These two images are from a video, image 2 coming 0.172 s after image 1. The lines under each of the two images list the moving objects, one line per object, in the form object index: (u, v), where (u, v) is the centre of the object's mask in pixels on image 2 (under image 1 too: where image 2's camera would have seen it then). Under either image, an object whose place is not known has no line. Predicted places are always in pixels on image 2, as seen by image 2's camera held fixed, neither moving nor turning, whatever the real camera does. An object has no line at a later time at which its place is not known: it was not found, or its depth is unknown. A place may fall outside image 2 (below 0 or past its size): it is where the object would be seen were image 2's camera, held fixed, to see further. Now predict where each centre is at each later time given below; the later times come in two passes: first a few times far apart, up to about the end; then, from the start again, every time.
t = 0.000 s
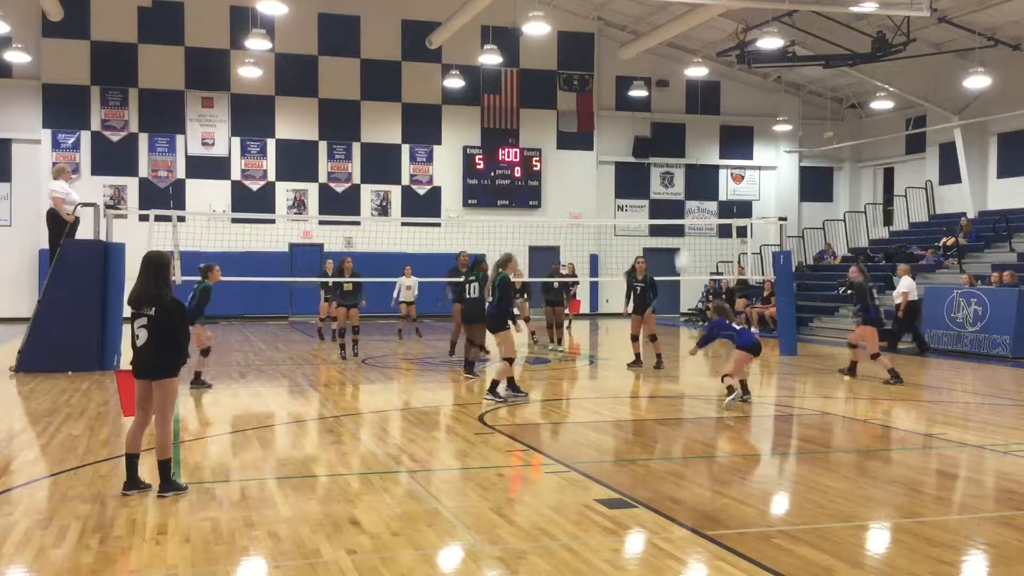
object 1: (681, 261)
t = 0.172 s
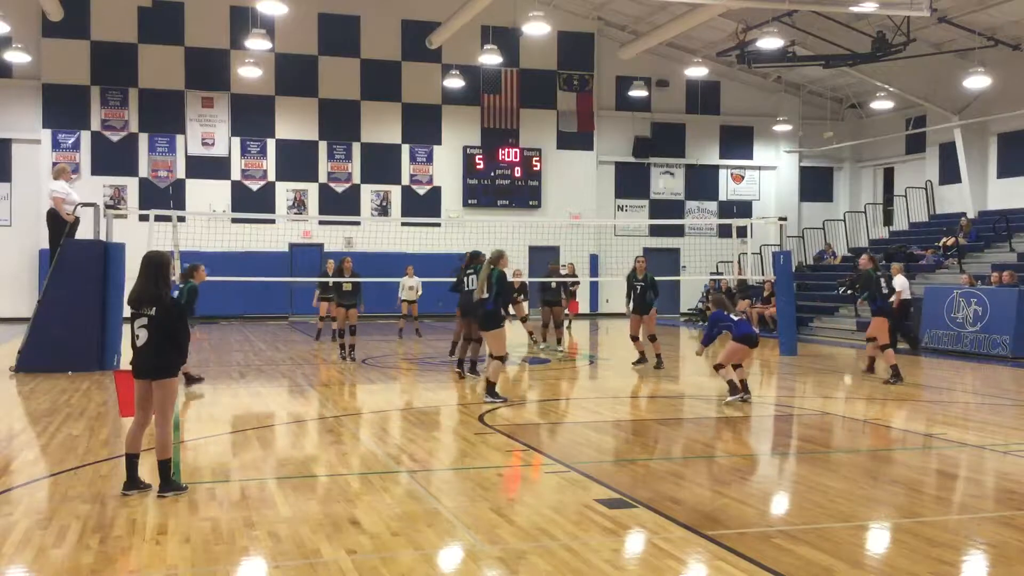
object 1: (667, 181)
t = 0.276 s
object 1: (656, 150)
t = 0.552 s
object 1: (632, 105)
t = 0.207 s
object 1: (664, 172)
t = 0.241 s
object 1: (660, 160)
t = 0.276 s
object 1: (656, 150)
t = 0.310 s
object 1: (653, 143)
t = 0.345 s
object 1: (650, 134)
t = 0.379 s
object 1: (646, 127)
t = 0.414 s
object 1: (643, 120)
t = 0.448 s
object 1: (640, 115)
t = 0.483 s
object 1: (638, 111)
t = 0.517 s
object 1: (635, 107)
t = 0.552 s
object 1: (632, 105)
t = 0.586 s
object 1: (629, 103)
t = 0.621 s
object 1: (626, 102)
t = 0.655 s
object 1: (623, 102)
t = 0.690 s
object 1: (620, 102)
